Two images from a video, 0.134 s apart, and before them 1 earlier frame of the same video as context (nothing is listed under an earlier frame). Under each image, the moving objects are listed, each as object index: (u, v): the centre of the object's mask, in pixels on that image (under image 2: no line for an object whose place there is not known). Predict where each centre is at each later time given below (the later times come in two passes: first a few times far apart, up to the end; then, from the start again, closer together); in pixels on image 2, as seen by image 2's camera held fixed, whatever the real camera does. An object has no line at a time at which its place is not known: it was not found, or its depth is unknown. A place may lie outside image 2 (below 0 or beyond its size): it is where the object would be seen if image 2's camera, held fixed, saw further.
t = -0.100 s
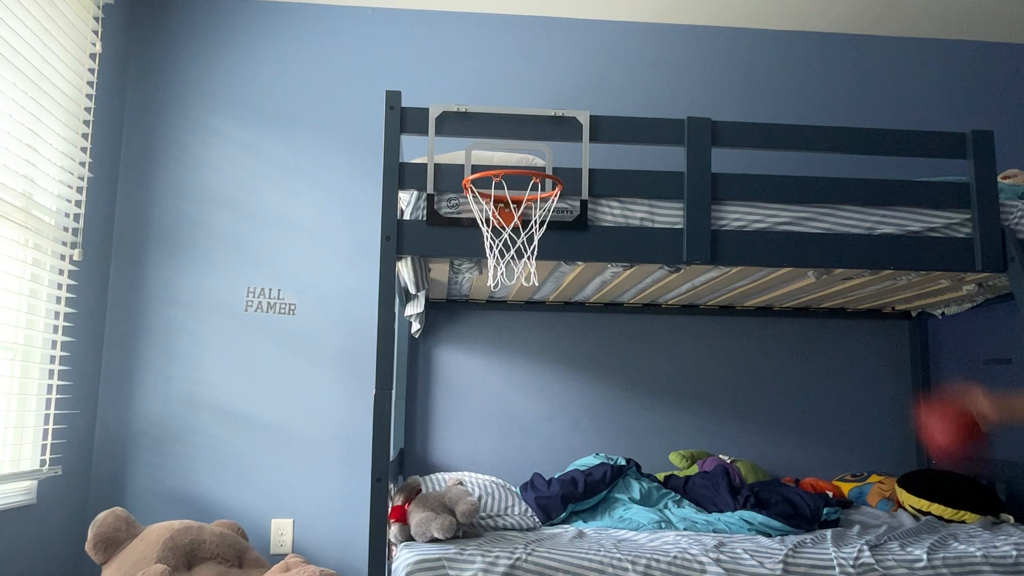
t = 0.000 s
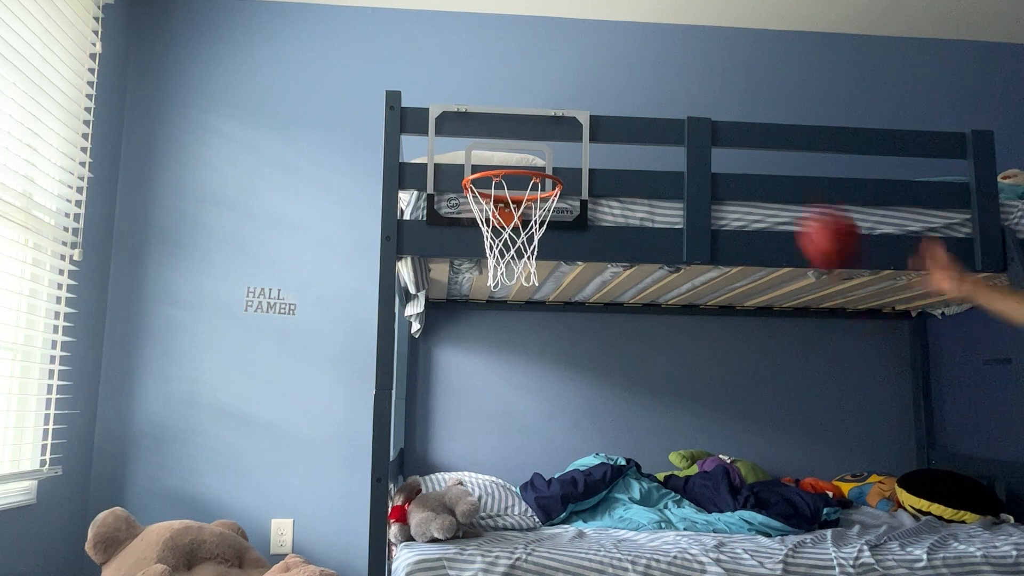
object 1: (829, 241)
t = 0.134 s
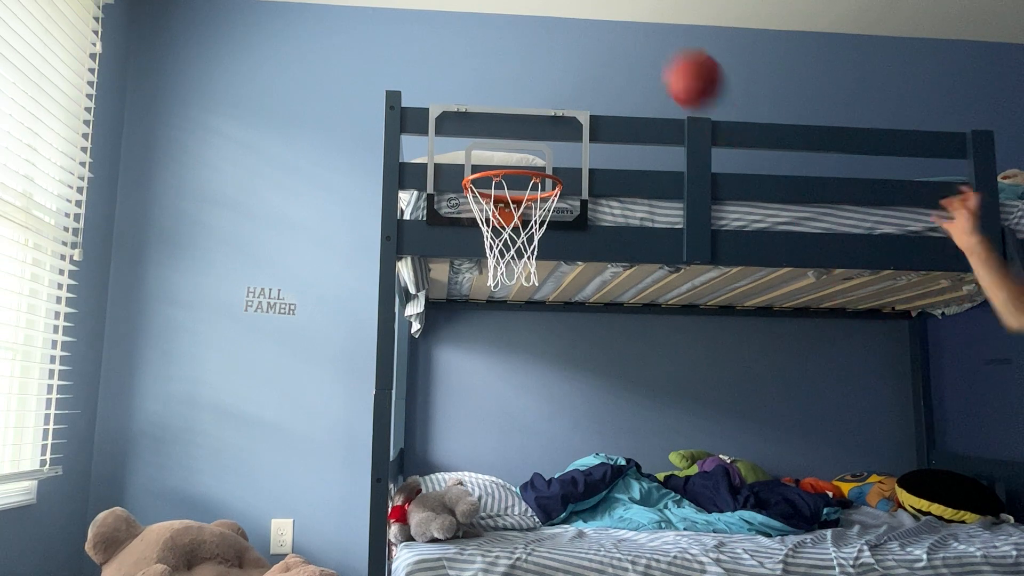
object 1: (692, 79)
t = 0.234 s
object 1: (601, 22)
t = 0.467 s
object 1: (401, 39)
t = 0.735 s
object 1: (165, 328)
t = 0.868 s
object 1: (42, 565)
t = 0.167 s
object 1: (662, 54)
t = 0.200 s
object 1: (631, 34)
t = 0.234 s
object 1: (601, 22)
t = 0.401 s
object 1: (457, 17)
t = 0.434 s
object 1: (428, 24)
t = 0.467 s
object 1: (401, 39)
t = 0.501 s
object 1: (372, 60)
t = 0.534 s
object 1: (343, 84)
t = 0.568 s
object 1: (315, 113)
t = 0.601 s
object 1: (285, 147)
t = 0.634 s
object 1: (256, 186)
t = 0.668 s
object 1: (227, 228)
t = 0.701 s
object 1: (195, 277)
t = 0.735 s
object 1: (165, 328)
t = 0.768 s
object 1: (134, 385)
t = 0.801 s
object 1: (104, 446)
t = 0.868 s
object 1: (42, 565)
